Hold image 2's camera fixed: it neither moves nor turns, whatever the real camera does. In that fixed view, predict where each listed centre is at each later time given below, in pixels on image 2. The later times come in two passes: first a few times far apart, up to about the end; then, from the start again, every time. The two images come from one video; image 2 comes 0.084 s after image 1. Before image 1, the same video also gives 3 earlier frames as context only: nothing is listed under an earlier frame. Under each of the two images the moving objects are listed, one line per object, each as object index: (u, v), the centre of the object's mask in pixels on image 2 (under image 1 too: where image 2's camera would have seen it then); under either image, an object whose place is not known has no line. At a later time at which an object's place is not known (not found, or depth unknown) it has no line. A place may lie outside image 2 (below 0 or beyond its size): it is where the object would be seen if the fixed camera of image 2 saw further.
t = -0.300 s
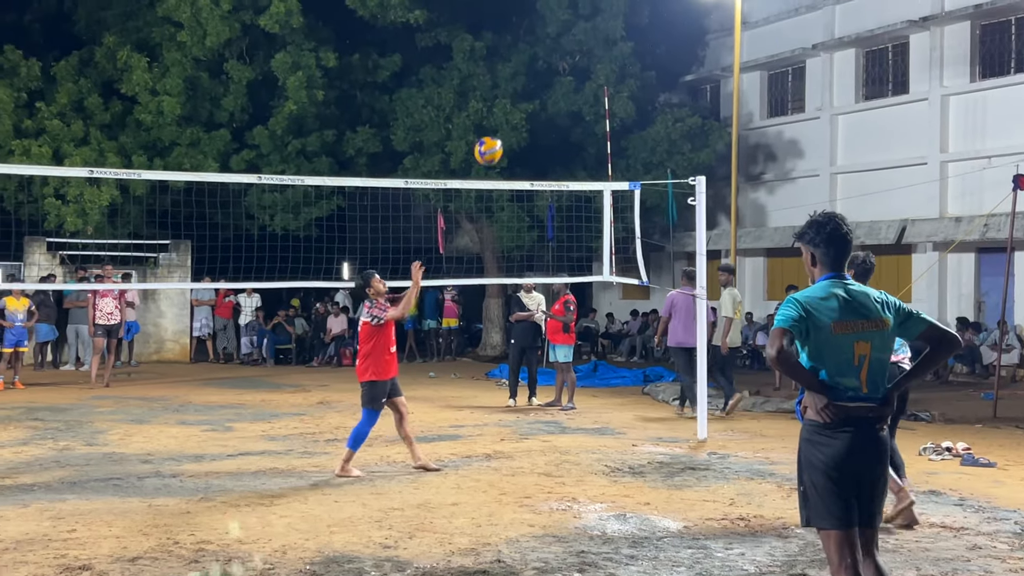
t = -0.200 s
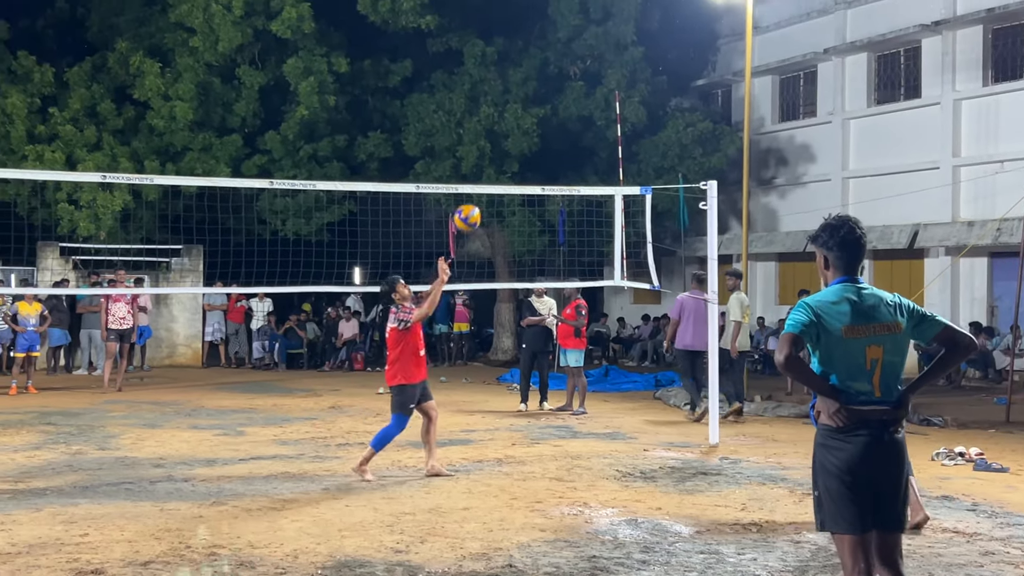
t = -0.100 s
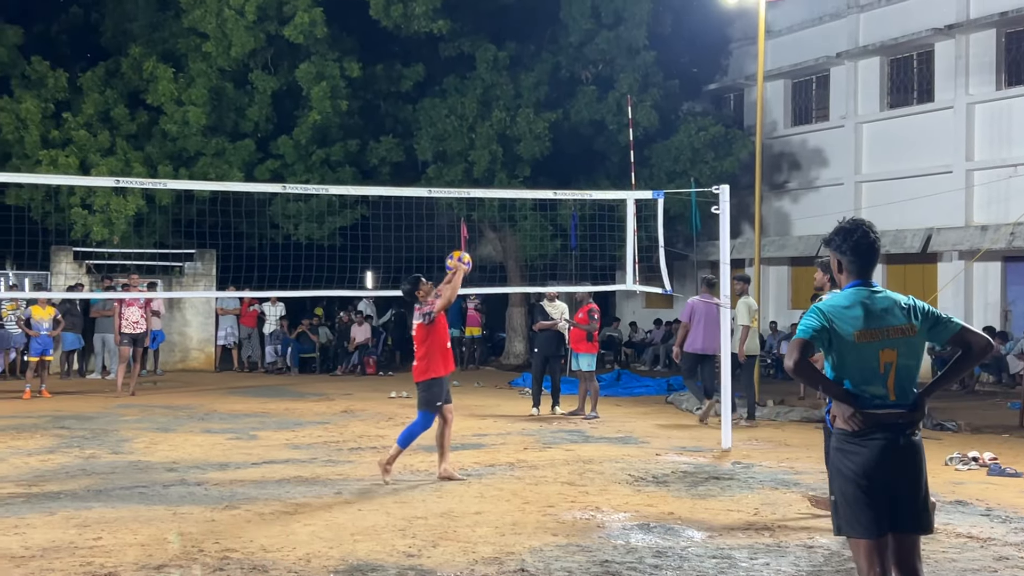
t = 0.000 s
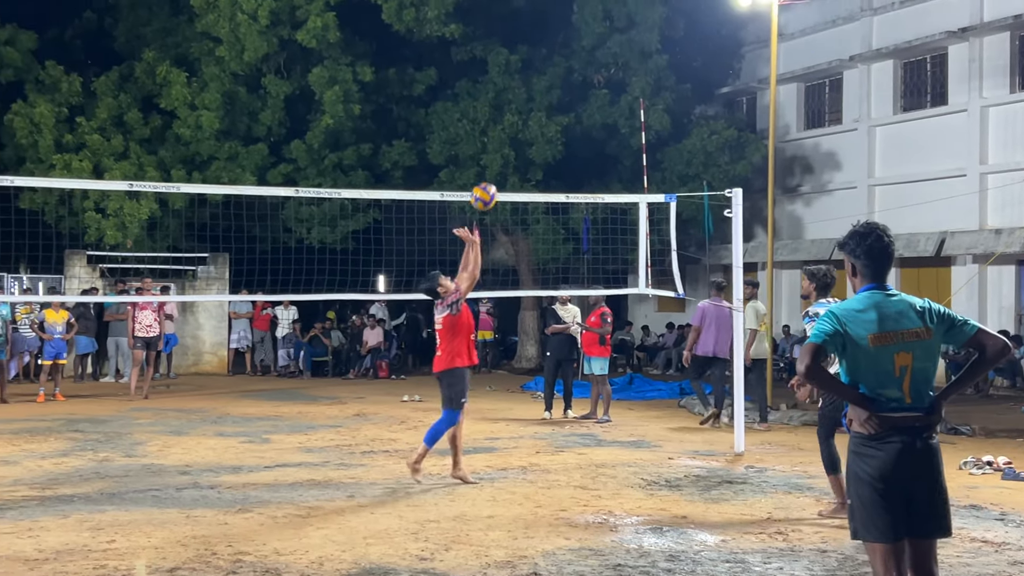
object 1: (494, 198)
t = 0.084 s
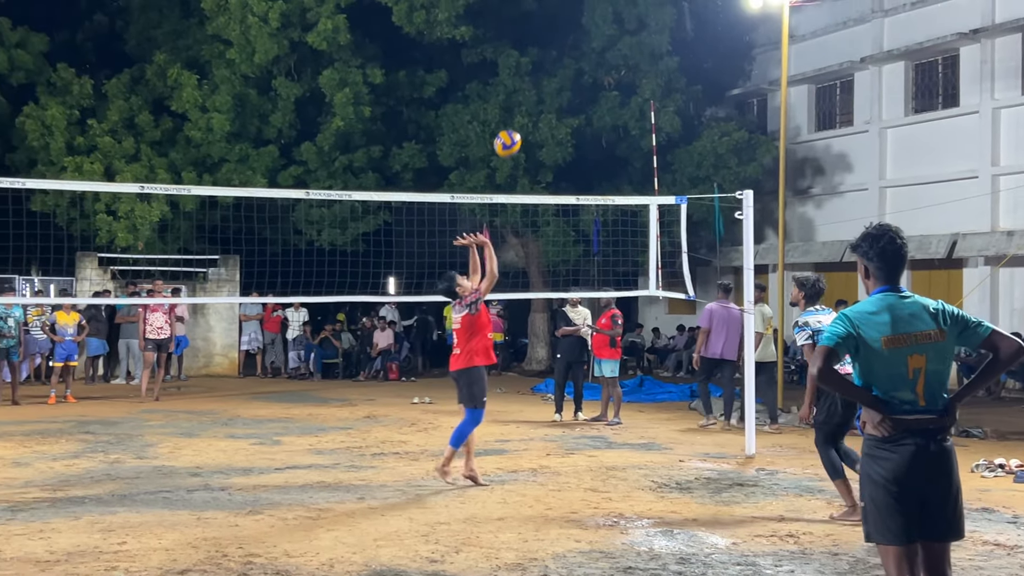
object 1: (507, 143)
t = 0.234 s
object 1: (532, 68)
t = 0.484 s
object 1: (571, 6)
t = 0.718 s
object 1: (606, 11)
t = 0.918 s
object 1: (634, 66)
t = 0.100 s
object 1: (510, 133)
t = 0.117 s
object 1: (513, 124)
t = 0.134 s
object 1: (515, 115)
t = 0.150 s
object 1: (518, 106)
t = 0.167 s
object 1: (521, 98)
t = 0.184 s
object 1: (524, 90)
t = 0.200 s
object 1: (526, 82)
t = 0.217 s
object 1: (529, 75)
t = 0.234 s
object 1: (532, 68)
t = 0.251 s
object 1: (534, 61)
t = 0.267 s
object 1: (537, 55)
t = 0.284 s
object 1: (540, 49)
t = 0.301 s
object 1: (542, 43)
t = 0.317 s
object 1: (545, 38)
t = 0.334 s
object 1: (548, 33)
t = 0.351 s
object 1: (551, 29)
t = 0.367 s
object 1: (553, 24)
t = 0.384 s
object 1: (556, 20)
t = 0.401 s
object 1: (558, 17)
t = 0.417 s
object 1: (561, 13)
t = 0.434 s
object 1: (564, 10)
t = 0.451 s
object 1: (566, 8)
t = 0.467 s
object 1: (569, 7)
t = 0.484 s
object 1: (571, 6)
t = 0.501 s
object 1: (574, 6)
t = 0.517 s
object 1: (576, 5)
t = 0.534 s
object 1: (579, 5)
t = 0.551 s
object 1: (581, 5)
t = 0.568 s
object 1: (584, 4)
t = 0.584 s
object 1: (586, 4)
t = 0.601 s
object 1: (589, 5)
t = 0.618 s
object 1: (591, 5)
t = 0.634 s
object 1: (594, 6)
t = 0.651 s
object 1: (596, 6)
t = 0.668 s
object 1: (599, 7)
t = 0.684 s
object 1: (601, 8)
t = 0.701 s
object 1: (603, 9)
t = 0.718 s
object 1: (606, 11)
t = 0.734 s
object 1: (608, 13)
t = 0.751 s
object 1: (611, 16)
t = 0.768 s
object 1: (613, 20)
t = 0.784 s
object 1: (615, 24)
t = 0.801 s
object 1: (618, 28)
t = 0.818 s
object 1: (620, 33)
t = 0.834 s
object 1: (622, 38)
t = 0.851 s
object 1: (625, 43)
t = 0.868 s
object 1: (627, 48)
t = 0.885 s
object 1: (629, 54)
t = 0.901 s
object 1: (631, 60)
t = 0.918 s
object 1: (634, 66)
